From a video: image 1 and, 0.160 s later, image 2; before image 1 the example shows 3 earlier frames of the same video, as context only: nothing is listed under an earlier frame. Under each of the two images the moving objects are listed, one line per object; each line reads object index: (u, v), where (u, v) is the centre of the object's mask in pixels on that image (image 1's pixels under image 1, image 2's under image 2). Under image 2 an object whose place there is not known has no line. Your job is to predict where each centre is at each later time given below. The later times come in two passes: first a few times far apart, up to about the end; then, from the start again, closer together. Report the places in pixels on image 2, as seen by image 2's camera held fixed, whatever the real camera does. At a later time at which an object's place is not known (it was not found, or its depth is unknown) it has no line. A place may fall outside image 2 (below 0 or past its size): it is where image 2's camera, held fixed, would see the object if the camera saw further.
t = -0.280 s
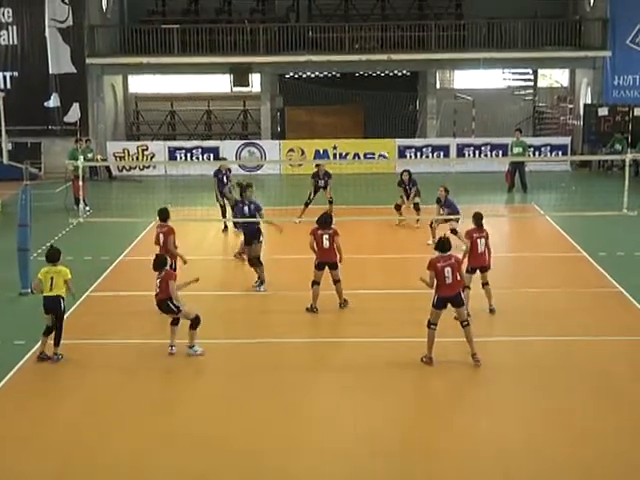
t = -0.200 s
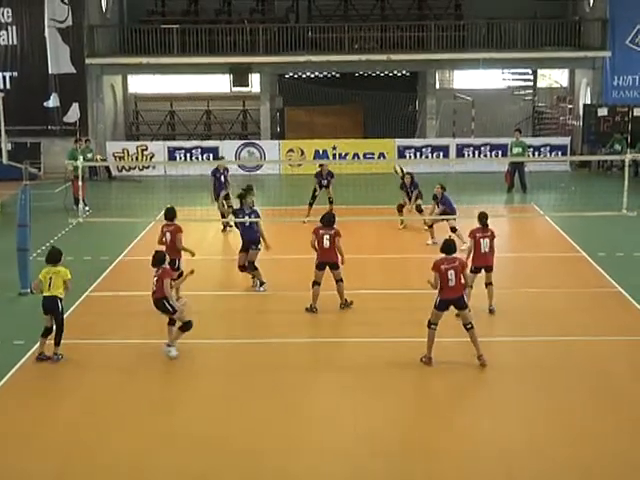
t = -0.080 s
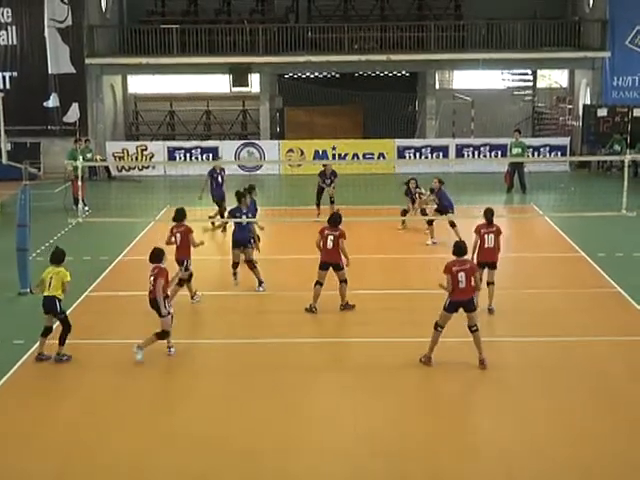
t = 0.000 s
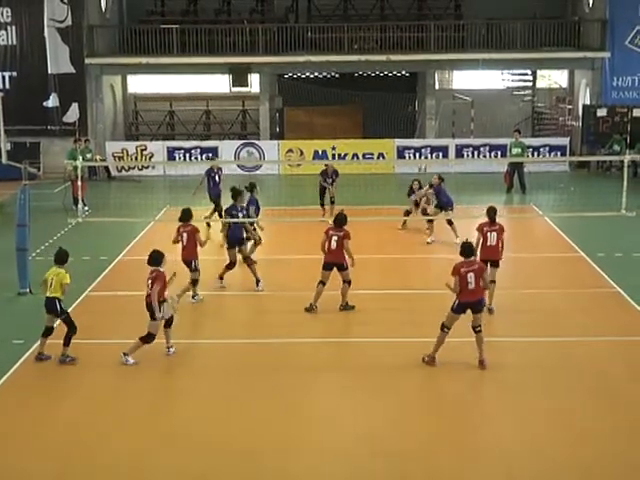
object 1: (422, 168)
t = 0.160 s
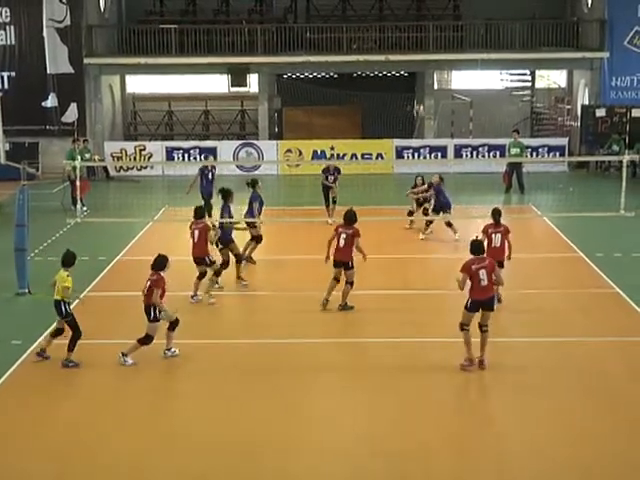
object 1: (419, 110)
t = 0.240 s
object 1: (418, 86)
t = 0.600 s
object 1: (414, 15)
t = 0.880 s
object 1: (411, 6)
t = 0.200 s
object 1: (418, 100)
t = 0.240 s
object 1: (418, 86)
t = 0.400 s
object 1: (416, 47)
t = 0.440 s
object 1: (415, 39)
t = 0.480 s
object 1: (415, 32)
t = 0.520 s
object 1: (415, 27)
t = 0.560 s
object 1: (415, 20)
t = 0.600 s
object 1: (414, 15)
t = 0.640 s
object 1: (414, 12)
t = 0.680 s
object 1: (413, 9)
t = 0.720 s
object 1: (413, 7)
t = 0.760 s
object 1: (412, 5)
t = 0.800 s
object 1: (412, 4)
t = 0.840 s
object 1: (412, 4)
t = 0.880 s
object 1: (411, 6)
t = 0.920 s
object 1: (411, 8)
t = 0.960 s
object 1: (410, 10)
